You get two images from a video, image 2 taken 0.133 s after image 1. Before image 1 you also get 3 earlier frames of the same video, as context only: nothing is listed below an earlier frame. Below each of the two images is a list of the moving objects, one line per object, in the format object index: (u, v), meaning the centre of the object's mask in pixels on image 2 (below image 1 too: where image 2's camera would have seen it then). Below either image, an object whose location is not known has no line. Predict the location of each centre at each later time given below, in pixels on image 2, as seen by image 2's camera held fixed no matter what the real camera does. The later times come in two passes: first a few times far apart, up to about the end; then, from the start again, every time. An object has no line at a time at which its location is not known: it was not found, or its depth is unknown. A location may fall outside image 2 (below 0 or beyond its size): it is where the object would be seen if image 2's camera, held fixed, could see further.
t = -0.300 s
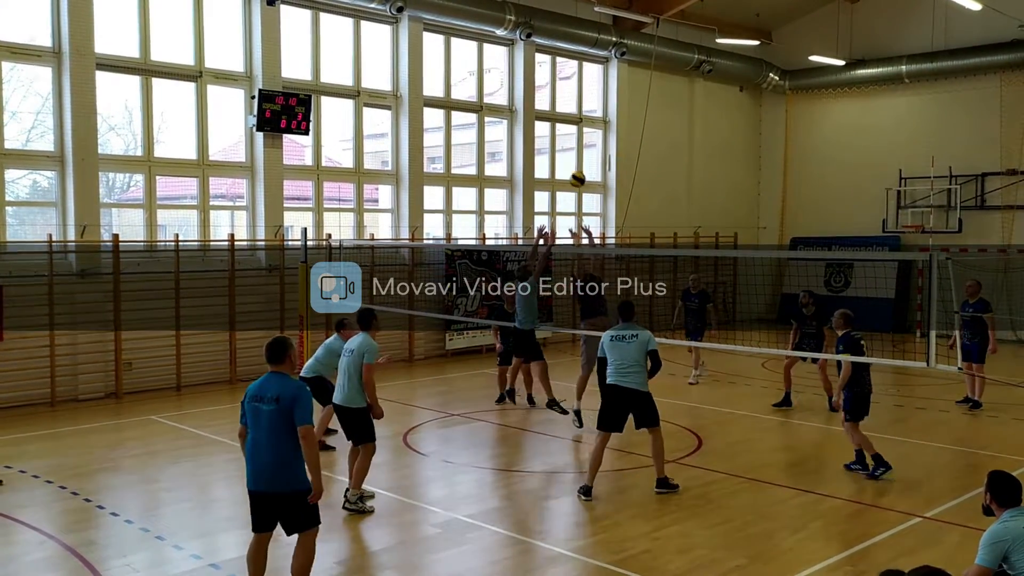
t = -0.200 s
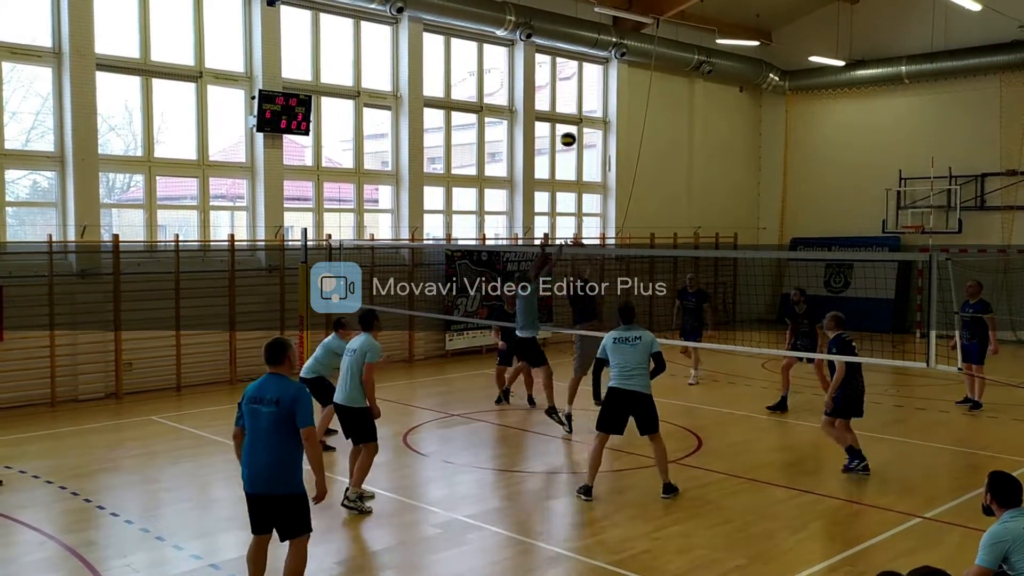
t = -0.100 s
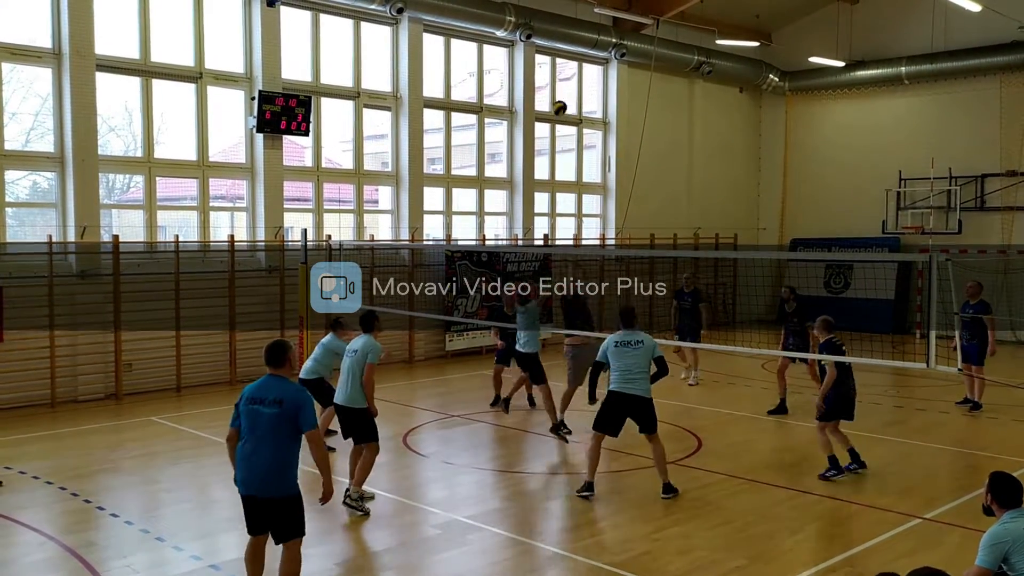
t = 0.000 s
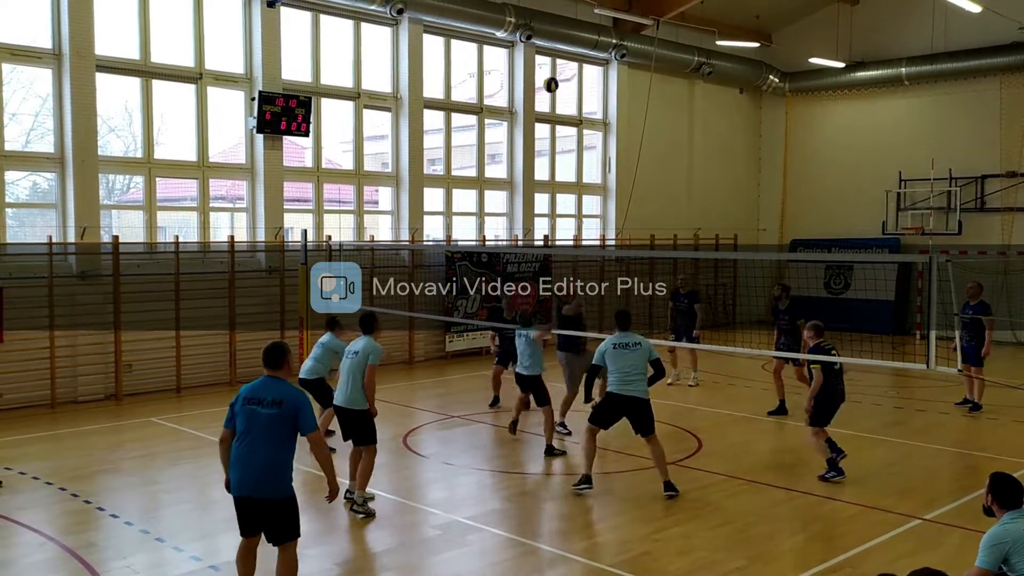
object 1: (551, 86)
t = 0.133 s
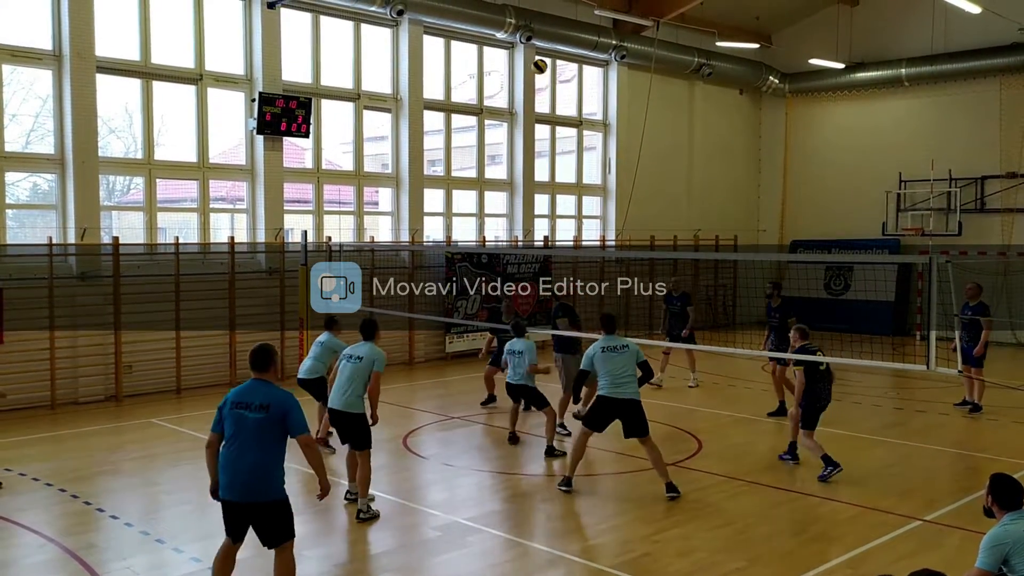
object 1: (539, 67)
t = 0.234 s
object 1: (531, 61)
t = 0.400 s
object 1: (518, 68)
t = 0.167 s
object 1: (536, 64)
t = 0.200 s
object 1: (534, 62)
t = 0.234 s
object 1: (531, 61)
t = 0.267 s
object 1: (529, 60)
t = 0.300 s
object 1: (526, 62)
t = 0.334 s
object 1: (523, 63)
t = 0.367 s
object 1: (520, 65)
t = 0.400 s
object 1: (518, 68)
